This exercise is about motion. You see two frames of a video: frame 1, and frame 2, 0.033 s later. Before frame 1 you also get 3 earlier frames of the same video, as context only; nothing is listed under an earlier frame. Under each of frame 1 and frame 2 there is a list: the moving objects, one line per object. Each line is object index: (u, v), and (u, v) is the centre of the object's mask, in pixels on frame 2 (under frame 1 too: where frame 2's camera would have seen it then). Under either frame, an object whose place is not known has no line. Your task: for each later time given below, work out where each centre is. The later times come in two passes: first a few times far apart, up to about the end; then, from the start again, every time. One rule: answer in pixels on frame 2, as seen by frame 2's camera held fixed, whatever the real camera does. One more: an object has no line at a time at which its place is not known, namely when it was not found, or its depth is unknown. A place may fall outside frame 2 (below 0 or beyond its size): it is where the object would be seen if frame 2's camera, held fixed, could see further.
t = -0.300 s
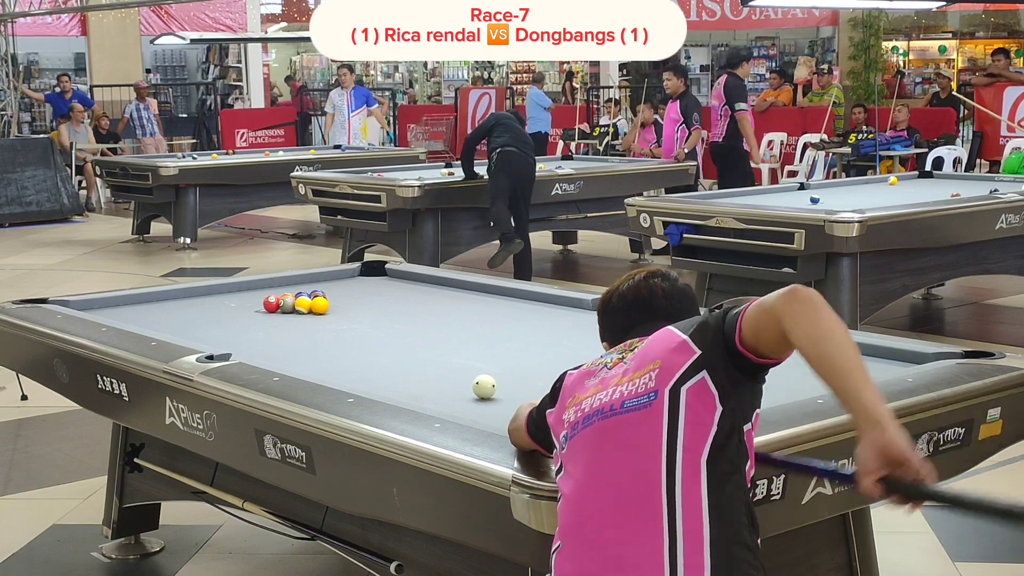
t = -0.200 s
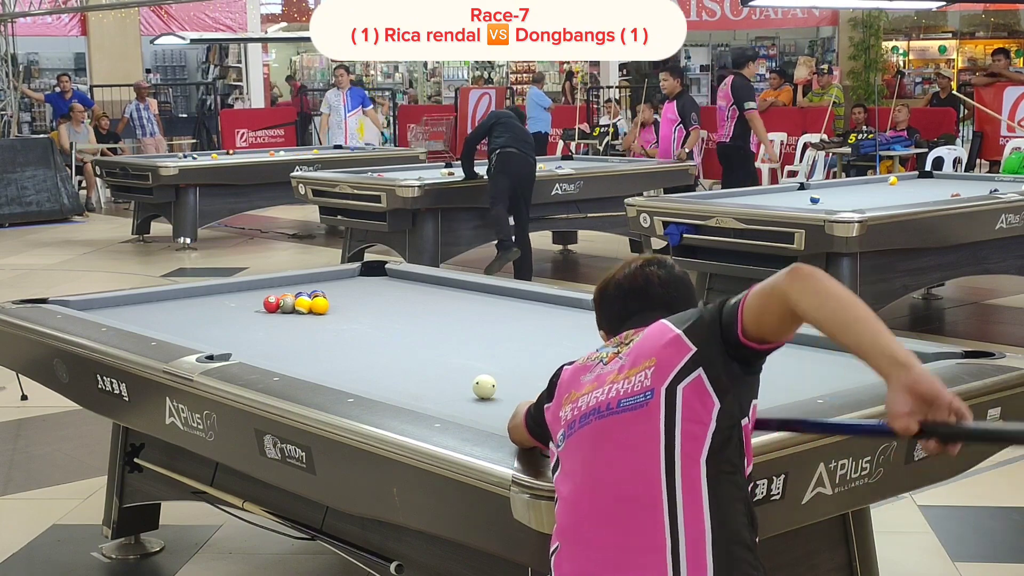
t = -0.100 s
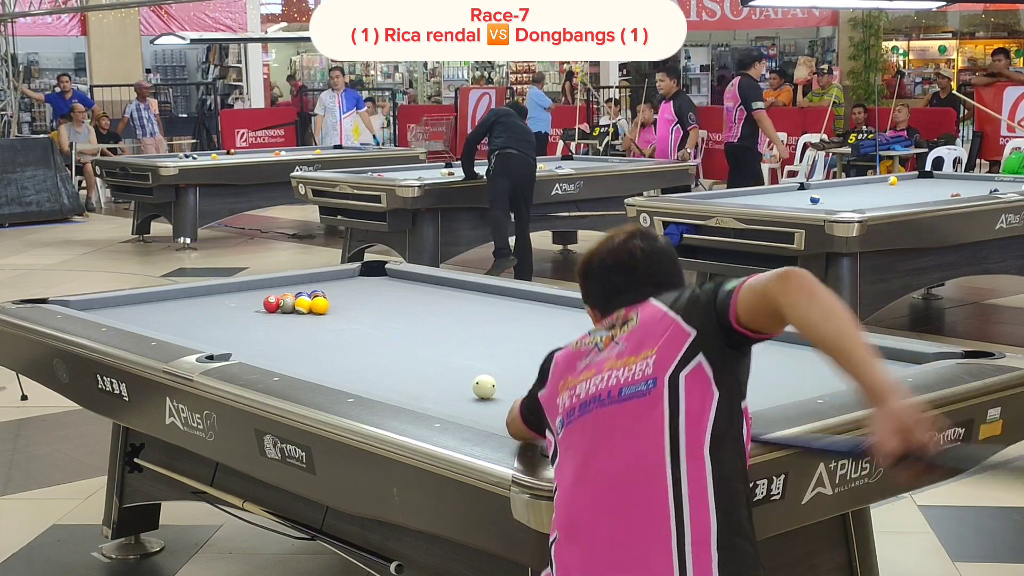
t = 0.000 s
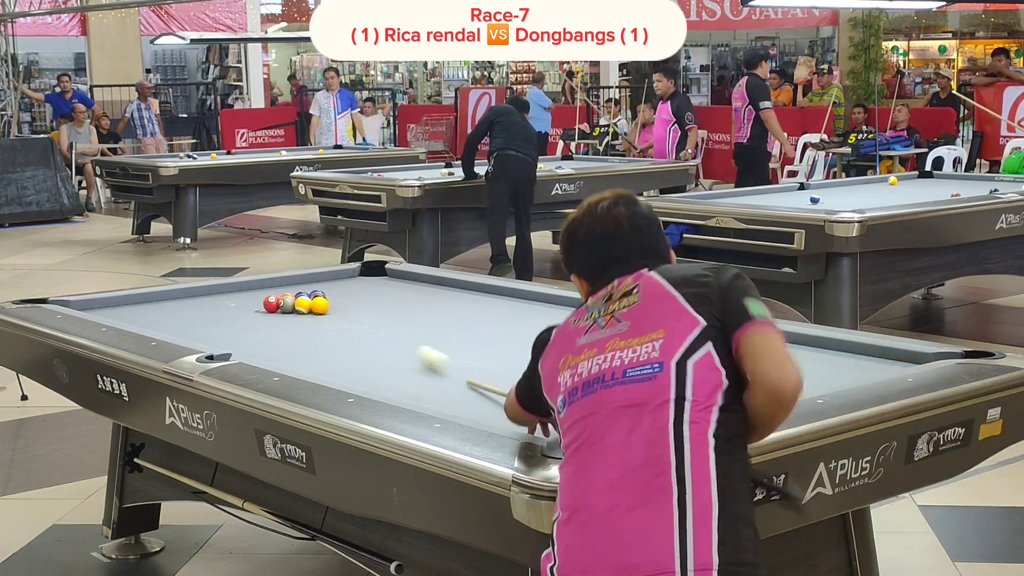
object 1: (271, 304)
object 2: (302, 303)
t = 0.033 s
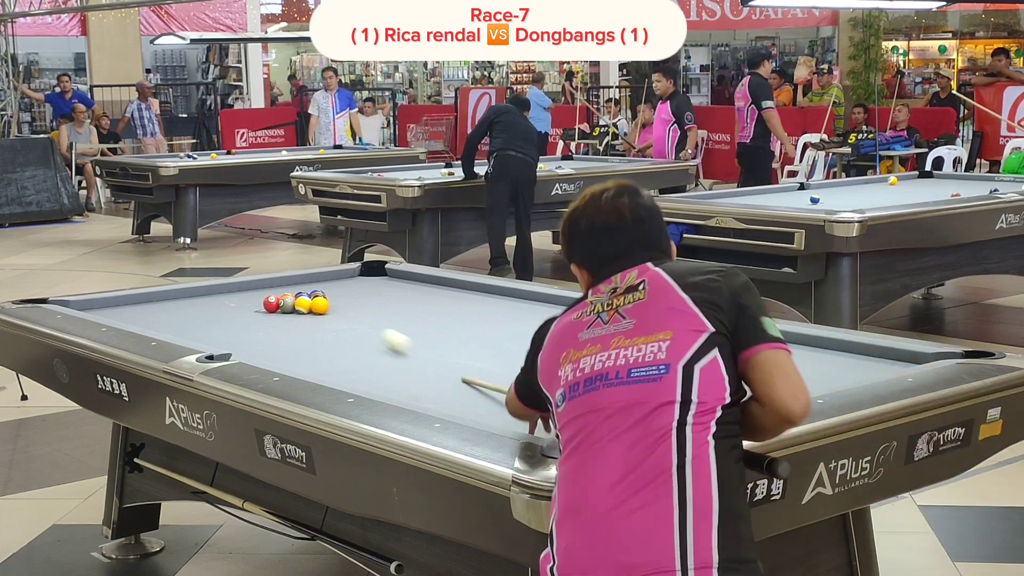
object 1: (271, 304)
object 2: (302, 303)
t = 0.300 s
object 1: (132, 299)
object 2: (301, 309)
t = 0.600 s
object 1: (123, 315)
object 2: (297, 312)
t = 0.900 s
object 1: (168, 327)
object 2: (293, 320)
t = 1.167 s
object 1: (234, 335)
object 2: (289, 326)
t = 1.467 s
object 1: (313, 343)
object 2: (285, 331)
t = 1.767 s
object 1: (394, 352)
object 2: (281, 336)
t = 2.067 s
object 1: (480, 361)
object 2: (278, 341)
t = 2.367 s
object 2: (276, 341)
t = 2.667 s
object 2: (271, 350)
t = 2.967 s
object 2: (269, 353)
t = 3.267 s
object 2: (267, 354)
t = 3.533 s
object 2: (266, 355)
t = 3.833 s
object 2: (264, 356)
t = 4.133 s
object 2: (264, 357)
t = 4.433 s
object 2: (265, 357)
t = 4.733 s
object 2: (265, 357)
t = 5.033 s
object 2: (265, 357)
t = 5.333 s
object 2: (265, 357)
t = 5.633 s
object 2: (265, 357)
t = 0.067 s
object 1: (271, 304)
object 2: (302, 303)
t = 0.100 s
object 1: (271, 304)
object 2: (302, 303)
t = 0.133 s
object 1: (257, 304)
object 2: (302, 303)
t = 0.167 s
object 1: (230, 303)
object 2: (302, 305)
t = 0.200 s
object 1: (204, 301)
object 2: (301, 305)
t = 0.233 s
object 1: (178, 300)
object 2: (301, 306)
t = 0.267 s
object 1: (155, 299)
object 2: (301, 308)
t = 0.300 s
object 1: (132, 299)
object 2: (301, 309)
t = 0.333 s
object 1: (127, 300)
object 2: (300, 310)
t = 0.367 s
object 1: (127, 302)
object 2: (300, 310)
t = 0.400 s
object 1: (127, 304)
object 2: (299, 310)
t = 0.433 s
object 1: (126, 306)
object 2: (299, 310)
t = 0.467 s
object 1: (126, 308)
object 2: (298, 310)
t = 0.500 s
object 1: (125, 310)
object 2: (298, 311)
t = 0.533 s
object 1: (124, 312)
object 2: (297, 311)
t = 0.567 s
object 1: (124, 314)
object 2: (297, 312)
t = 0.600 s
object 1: (123, 315)
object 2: (297, 312)
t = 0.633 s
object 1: (122, 317)
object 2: (296, 312)
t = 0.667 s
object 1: (122, 318)
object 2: (296, 313)
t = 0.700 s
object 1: (122, 318)
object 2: (295, 313)
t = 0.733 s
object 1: (127, 320)
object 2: (295, 313)
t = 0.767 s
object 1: (136, 322)
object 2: (295, 318)
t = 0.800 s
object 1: (144, 323)
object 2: (294, 319)
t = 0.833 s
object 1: (152, 324)
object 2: (294, 319)
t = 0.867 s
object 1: (160, 326)
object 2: (293, 320)
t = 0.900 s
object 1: (168, 327)
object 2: (293, 320)
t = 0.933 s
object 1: (176, 328)
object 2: (292, 321)
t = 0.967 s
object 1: (184, 329)
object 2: (292, 322)
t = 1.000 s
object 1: (193, 331)
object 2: (292, 322)
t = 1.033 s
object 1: (201, 332)
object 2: (291, 323)
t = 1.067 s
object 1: (209, 332)
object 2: (291, 324)
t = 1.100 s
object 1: (217, 333)
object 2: (290, 325)
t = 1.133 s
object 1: (226, 334)
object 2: (290, 325)
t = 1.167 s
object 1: (234, 335)
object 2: (289, 326)
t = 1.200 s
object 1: (243, 336)
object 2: (289, 326)
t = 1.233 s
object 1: (251, 337)
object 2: (288, 327)
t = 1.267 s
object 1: (260, 338)
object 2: (287, 327)
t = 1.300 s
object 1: (269, 339)
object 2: (287, 328)
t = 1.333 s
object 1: (278, 340)
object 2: (288, 328)
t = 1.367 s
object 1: (286, 340)
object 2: (286, 326)
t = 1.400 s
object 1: (295, 341)
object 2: (285, 329)
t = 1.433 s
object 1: (304, 343)
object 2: (285, 331)
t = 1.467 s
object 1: (313, 343)
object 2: (285, 331)
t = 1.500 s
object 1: (321, 344)
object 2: (285, 332)
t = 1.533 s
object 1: (331, 345)
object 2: (284, 332)
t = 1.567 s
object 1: (339, 346)
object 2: (284, 333)
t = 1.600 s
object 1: (348, 347)
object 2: (283, 333)
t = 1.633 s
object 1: (358, 348)
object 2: (283, 334)
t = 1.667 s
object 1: (367, 349)
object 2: (282, 335)
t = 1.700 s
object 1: (376, 350)
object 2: (282, 335)
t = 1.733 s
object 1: (385, 351)
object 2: (282, 336)
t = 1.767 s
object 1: (394, 352)
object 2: (281, 336)
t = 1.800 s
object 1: (404, 353)
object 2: (281, 337)
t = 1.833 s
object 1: (413, 354)
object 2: (280, 337)
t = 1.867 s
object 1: (422, 355)
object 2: (280, 338)
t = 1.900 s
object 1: (431, 356)
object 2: (280, 338)
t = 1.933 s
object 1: (441, 357)
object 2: (279, 339)
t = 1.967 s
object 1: (450, 358)
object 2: (279, 339)
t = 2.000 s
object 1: (460, 359)
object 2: (279, 340)
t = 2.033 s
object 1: (470, 360)
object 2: (278, 341)
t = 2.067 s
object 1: (480, 361)
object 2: (278, 341)
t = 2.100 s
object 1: (489, 362)
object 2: (278, 341)
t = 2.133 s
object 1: (499, 363)
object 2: (278, 342)
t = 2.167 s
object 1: (508, 365)
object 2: (278, 342)
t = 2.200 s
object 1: (519, 365)
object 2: (278, 342)
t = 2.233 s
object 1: (528, 366)
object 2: (279, 342)
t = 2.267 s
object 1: (534, 367)
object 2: (278, 342)
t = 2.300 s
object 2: (278, 342)
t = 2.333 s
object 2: (277, 342)
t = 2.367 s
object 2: (276, 341)
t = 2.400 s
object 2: (275, 341)
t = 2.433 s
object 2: (272, 342)
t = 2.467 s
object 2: (271, 344)
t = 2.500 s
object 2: (271, 346)
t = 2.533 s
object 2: (271, 348)
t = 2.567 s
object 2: (271, 348)
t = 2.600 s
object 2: (271, 349)
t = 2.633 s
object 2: (271, 349)
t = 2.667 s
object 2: (271, 350)
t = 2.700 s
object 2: (270, 350)
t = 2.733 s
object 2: (270, 351)
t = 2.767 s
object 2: (270, 351)
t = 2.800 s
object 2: (270, 352)
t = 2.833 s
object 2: (270, 352)
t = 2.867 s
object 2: (269, 352)
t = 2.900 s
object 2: (269, 352)
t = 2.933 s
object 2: (269, 353)
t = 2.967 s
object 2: (269, 353)
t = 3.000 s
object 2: (269, 353)
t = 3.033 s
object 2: (268, 353)
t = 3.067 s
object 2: (268, 353)
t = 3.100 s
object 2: (268, 354)
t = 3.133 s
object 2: (268, 354)
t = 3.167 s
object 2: (268, 354)
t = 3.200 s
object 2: (267, 354)
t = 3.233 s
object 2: (267, 354)
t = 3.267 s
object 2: (267, 354)
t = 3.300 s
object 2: (267, 354)
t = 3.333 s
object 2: (267, 355)
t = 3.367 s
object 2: (267, 355)
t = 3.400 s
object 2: (267, 355)
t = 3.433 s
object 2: (266, 355)
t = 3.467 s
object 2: (266, 355)
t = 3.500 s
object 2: (266, 355)
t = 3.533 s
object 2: (266, 355)
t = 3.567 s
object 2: (266, 355)
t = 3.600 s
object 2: (265, 355)
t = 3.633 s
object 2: (265, 356)
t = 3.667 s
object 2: (265, 356)
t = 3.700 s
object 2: (265, 356)
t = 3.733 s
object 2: (265, 356)
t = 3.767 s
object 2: (264, 356)
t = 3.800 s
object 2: (264, 356)
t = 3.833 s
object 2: (264, 356)
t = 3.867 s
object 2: (264, 357)
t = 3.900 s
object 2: (264, 356)
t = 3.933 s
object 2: (264, 357)
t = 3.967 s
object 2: (264, 357)
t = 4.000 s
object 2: (264, 357)
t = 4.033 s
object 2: (264, 357)
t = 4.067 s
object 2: (263, 357)
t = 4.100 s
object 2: (263, 357)
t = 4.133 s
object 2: (264, 357)
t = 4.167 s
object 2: (264, 357)
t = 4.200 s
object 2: (264, 357)
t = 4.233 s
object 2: (265, 357)
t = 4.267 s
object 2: (265, 357)
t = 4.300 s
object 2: (265, 357)
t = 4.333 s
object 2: (265, 357)
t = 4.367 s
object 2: (265, 357)
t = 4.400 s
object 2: (265, 357)
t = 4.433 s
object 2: (265, 357)
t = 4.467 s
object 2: (265, 357)
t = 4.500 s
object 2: (265, 357)
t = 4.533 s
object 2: (265, 357)
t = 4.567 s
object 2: (265, 357)
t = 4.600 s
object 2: (265, 357)
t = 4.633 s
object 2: (265, 357)
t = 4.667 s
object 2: (265, 357)
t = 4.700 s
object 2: (265, 357)
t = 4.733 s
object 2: (265, 357)
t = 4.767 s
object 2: (265, 357)
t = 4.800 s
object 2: (265, 357)
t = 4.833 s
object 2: (265, 357)
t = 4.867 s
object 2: (265, 357)
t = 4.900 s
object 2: (265, 357)
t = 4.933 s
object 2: (265, 357)
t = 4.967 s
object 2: (265, 357)
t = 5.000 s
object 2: (265, 357)
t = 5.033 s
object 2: (265, 357)
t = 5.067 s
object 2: (265, 357)
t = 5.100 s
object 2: (265, 357)
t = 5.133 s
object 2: (265, 357)
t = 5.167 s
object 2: (265, 357)
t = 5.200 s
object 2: (265, 357)
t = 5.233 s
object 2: (265, 357)
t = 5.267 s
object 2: (265, 357)
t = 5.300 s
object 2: (265, 357)
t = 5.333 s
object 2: (265, 357)
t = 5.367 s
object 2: (265, 357)
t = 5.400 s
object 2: (265, 357)
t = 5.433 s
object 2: (265, 357)
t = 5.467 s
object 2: (265, 357)
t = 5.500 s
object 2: (265, 357)
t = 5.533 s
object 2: (265, 357)
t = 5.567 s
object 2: (265, 357)
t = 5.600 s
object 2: (265, 357)
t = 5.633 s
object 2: (265, 357)
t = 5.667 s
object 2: (264, 357)
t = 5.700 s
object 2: (259, 356)
